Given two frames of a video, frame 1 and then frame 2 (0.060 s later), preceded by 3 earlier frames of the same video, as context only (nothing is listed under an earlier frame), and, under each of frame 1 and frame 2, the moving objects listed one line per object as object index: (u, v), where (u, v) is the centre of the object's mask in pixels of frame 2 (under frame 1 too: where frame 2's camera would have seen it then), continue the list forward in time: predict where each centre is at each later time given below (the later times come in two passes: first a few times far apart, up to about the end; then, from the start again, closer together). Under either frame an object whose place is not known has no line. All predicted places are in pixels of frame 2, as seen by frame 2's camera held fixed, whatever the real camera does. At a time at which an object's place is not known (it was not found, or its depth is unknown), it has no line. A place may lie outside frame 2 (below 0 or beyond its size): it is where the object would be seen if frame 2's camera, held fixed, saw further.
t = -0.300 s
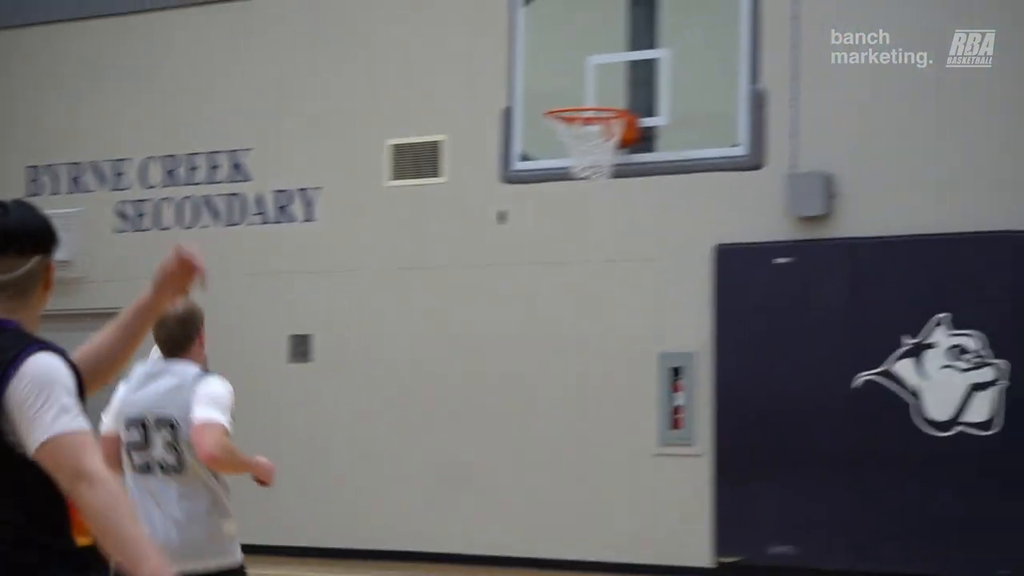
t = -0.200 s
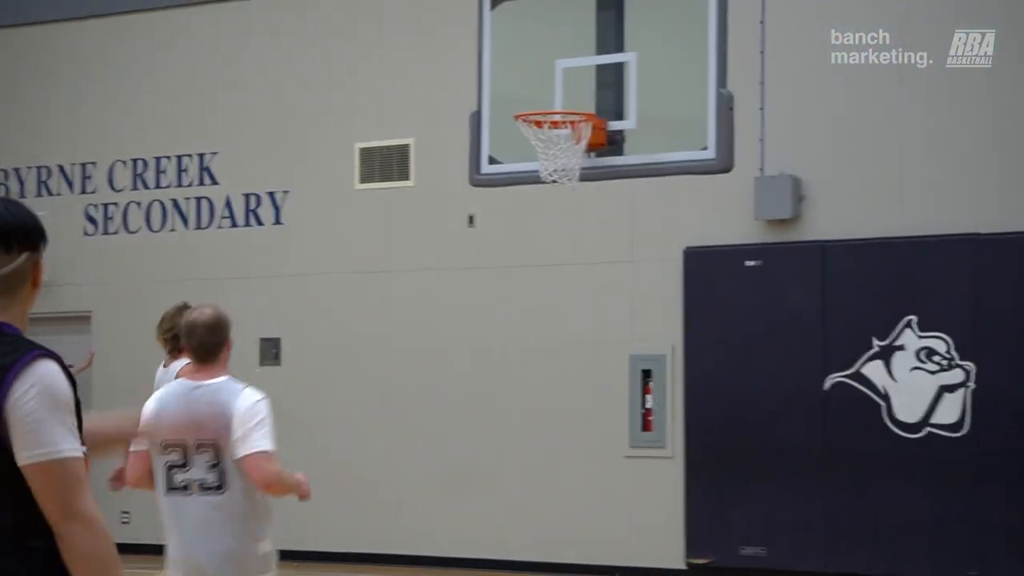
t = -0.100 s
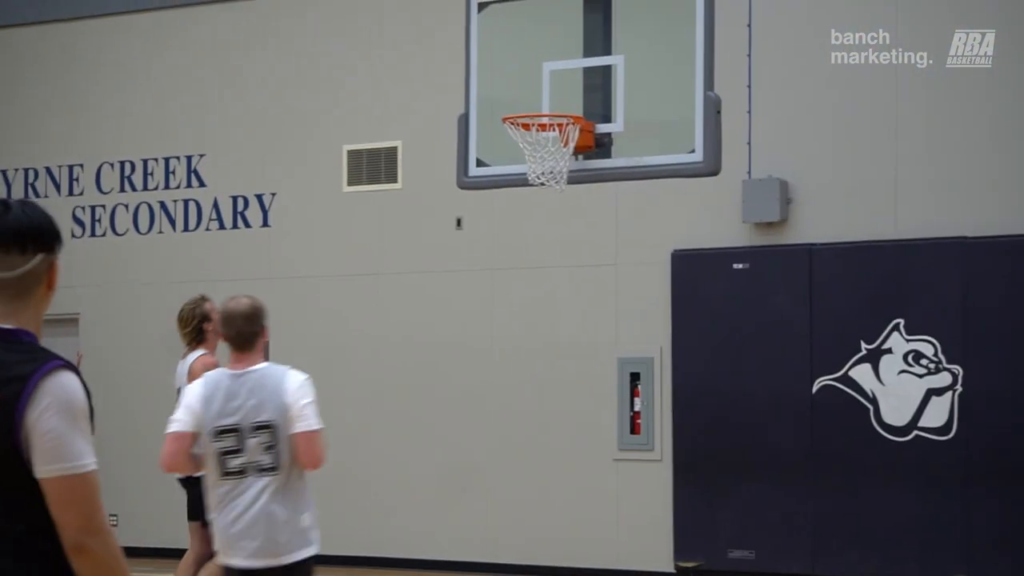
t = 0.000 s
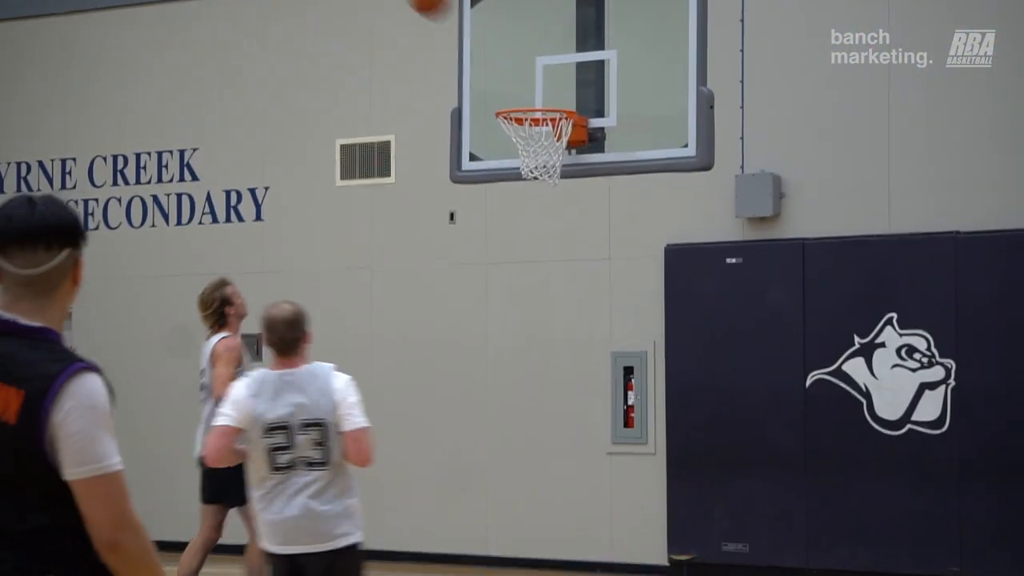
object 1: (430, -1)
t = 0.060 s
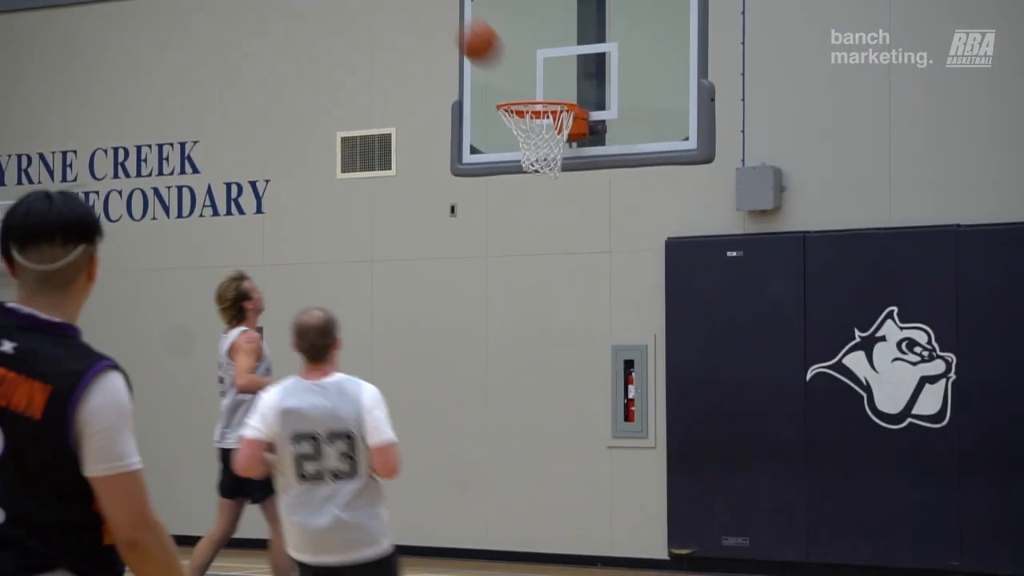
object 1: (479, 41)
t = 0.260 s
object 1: (574, 152)
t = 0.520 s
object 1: (595, 234)
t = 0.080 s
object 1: (494, 60)
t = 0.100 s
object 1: (509, 78)
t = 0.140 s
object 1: (543, 123)
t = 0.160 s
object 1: (559, 142)
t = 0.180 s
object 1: (565, 163)
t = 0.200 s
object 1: (568, 158)
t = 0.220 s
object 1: (569, 154)
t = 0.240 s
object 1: (572, 152)
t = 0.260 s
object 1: (574, 152)
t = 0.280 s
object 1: (576, 155)
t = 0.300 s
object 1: (577, 158)
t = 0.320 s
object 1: (579, 162)
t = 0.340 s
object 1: (580, 166)
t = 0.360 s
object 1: (582, 171)
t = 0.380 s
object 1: (584, 177)
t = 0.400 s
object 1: (585, 183)
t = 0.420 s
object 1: (587, 190)
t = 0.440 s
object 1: (589, 198)
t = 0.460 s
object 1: (591, 206)
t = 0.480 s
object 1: (592, 214)
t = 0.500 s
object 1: (594, 223)
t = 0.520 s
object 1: (595, 234)
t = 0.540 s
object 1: (597, 245)
